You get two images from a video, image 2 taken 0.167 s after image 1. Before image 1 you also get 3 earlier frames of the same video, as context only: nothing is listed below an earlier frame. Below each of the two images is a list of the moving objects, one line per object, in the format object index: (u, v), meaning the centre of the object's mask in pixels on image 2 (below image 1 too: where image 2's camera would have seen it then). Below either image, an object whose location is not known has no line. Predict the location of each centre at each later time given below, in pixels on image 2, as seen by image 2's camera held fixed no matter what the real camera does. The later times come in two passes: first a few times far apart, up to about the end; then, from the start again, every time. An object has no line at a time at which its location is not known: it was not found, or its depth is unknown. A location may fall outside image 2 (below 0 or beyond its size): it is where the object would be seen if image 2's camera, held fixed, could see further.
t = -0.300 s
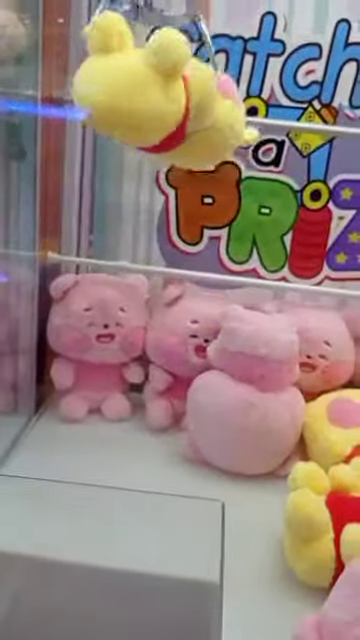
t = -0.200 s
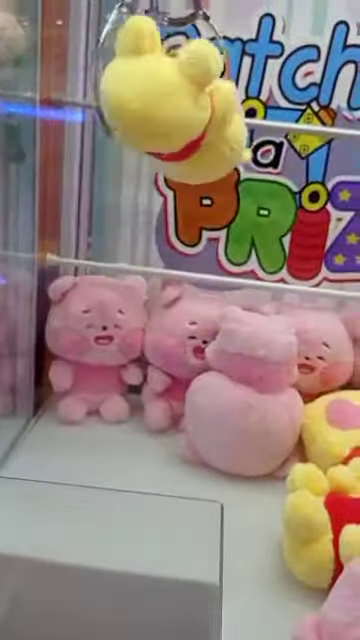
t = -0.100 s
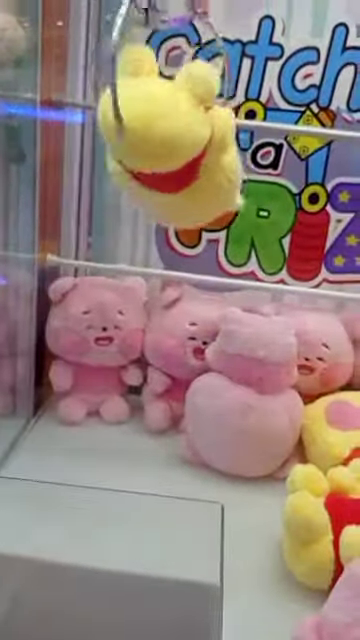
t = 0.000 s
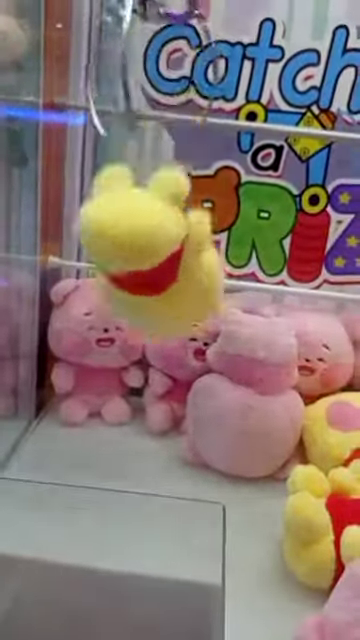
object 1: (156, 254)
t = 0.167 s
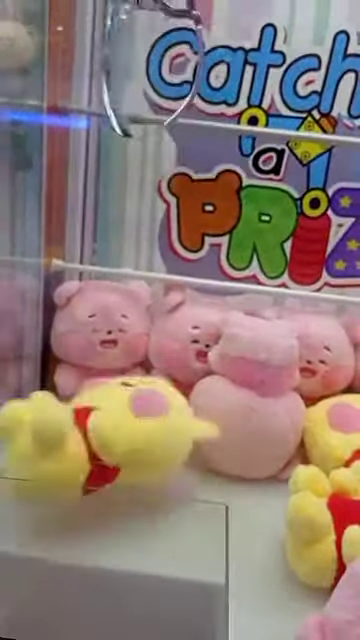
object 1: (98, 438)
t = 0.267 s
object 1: (79, 434)
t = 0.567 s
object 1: (131, 460)
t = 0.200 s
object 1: (92, 441)
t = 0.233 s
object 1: (84, 437)
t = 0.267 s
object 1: (79, 434)
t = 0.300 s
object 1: (79, 433)
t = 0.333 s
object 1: (82, 436)
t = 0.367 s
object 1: (86, 441)
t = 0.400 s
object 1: (90, 448)
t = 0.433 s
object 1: (100, 457)
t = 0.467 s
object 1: (109, 469)
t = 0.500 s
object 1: (118, 464)
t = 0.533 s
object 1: (125, 460)
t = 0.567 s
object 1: (131, 460)
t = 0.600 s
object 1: (136, 468)
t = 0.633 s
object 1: (138, 470)
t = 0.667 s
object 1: (135, 470)
